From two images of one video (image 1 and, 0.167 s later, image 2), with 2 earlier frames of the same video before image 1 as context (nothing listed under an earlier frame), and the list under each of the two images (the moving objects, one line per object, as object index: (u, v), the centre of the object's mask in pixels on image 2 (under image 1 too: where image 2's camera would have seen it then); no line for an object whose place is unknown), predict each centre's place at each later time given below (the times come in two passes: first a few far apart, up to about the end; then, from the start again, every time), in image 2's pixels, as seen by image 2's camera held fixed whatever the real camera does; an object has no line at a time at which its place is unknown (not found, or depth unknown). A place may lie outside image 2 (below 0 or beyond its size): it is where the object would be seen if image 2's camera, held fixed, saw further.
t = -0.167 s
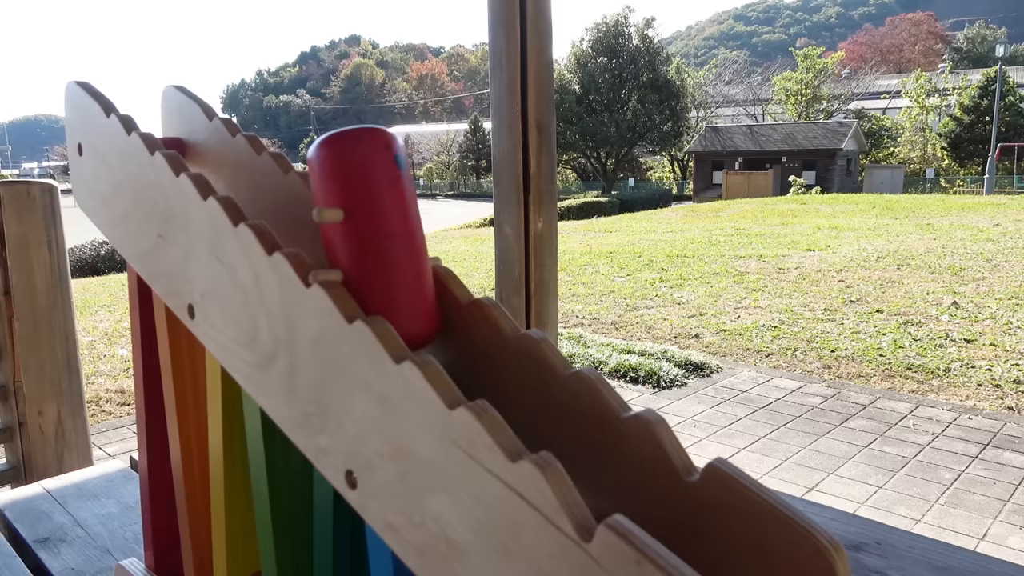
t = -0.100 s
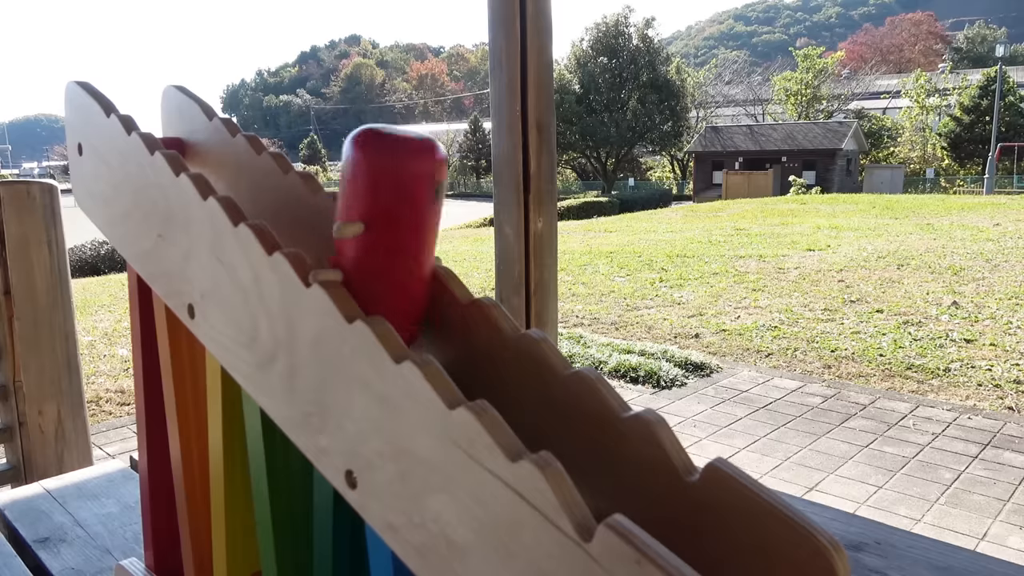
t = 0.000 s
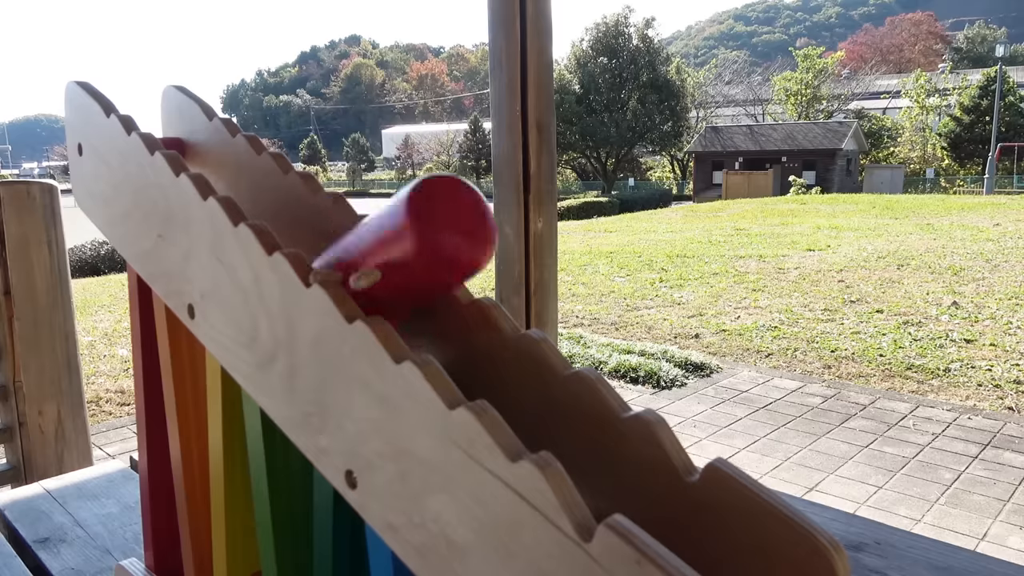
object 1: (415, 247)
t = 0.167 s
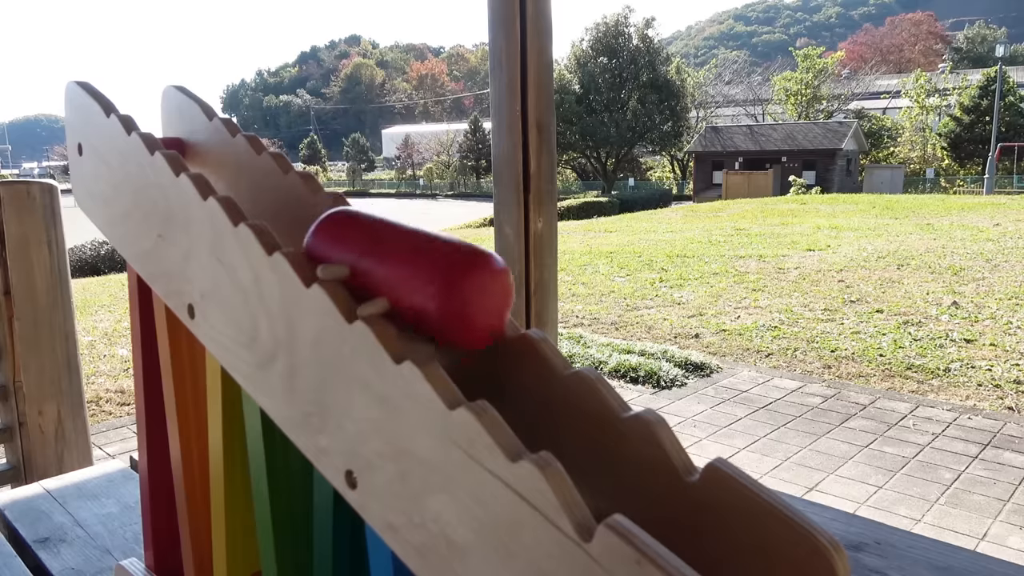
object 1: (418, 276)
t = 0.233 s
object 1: (417, 276)
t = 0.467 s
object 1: (429, 252)
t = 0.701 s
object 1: (464, 310)
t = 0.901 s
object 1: (462, 311)
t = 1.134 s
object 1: (490, 286)
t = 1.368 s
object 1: (517, 347)
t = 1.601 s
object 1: (507, 343)
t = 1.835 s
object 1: (577, 378)
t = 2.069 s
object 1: (575, 391)
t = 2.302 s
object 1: (574, 380)
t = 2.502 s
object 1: (644, 428)
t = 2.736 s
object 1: (631, 450)
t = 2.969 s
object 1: (729, 490)
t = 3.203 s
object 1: (705, 445)
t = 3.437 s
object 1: (668, 426)
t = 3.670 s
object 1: (668, 425)
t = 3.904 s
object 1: (668, 425)
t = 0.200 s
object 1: (417, 276)
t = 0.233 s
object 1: (417, 276)
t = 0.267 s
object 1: (417, 278)
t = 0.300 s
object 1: (413, 279)
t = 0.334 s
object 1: (409, 276)
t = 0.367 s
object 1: (404, 271)
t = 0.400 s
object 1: (414, 262)
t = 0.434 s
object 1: (418, 255)
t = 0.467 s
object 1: (429, 252)
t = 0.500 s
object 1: (440, 251)
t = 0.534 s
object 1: (452, 262)
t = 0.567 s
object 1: (460, 279)
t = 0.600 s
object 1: (463, 297)
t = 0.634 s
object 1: (463, 307)
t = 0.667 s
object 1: (464, 310)
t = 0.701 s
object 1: (464, 310)
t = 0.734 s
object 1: (465, 309)
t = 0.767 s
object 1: (464, 310)
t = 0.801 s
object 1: (463, 310)
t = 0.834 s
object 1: (463, 310)
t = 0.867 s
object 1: (463, 310)
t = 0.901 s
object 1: (462, 311)
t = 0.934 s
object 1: (459, 311)
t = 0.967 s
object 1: (453, 311)
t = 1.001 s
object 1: (455, 303)
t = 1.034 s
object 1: (461, 294)
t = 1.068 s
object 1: (469, 288)
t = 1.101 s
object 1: (478, 285)
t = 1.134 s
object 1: (490, 286)
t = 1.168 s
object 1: (502, 294)
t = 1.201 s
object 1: (512, 307)
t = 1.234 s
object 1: (517, 326)
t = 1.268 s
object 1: (516, 340)
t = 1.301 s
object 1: (517, 346)
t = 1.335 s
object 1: (517, 347)
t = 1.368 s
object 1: (517, 347)
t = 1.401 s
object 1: (517, 348)
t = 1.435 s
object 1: (517, 348)
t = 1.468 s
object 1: (517, 348)
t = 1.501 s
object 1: (515, 349)
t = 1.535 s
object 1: (514, 350)
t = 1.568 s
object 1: (508, 349)
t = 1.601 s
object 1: (507, 343)
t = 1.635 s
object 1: (518, 335)
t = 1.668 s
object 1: (525, 327)
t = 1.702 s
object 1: (539, 323)
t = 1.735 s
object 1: (553, 327)
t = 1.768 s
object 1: (567, 342)
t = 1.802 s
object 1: (575, 360)
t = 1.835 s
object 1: (577, 378)
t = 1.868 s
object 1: (576, 387)
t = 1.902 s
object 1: (575, 389)
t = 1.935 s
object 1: (576, 389)
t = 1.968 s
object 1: (575, 389)
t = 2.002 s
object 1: (576, 390)
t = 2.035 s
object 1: (575, 389)
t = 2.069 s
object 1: (575, 391)
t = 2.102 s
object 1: (575, 391)
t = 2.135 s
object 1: (575, 391)
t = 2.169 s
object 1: (574, 392)
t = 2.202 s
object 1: (572, 395)
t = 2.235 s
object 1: (562, 396)
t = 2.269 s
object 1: (566, 390)
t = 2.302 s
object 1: (574, 380)
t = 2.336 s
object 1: (584, 373)
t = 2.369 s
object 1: (598, 369)
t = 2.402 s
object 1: (615, 374)
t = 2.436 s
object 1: (631, 386)
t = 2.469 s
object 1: (646, 404)
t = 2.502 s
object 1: (644, 428)
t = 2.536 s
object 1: (641, 445)
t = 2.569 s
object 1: (638, 448)
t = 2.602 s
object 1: (636, 448)
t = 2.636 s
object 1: (636, 448)
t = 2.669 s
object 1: (635, 449)
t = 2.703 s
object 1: (633, 449)
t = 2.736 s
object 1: (631, 450)
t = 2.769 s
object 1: (634, 447)
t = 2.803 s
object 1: (635, 435)
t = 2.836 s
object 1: (652, 428)
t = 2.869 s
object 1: (678, 427)
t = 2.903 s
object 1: (706, 445)
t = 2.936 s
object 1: (729, 476)
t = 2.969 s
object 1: (729, 490)
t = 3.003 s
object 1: (728, 492)
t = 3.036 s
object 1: (727, 488)
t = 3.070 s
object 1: (729, 492)
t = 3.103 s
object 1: (728, 479)
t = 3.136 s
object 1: (723, 464)
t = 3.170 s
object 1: (712, 453)
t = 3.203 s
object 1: (705, 445)
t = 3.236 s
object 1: (697, 438)
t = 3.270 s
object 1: (689, 432)
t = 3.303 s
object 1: (682, 430)
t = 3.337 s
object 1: (677, 427)
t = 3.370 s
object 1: (673, 427)
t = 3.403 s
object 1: (670, 426)
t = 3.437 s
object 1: (668, 426)
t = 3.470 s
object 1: (667, 425)
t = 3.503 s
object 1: (666, 425)
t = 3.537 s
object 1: (667, 425)
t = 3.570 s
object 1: (667, 425)
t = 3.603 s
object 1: (667, 425)
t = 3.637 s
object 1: (668, 425)
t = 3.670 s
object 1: (668, 425)
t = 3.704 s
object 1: (668, 426)
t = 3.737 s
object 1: (668, 425)
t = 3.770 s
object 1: (668, 426)
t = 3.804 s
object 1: (668, 425)
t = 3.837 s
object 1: (668, 425)
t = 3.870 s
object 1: (669, 426)
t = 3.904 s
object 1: (668, 425)
